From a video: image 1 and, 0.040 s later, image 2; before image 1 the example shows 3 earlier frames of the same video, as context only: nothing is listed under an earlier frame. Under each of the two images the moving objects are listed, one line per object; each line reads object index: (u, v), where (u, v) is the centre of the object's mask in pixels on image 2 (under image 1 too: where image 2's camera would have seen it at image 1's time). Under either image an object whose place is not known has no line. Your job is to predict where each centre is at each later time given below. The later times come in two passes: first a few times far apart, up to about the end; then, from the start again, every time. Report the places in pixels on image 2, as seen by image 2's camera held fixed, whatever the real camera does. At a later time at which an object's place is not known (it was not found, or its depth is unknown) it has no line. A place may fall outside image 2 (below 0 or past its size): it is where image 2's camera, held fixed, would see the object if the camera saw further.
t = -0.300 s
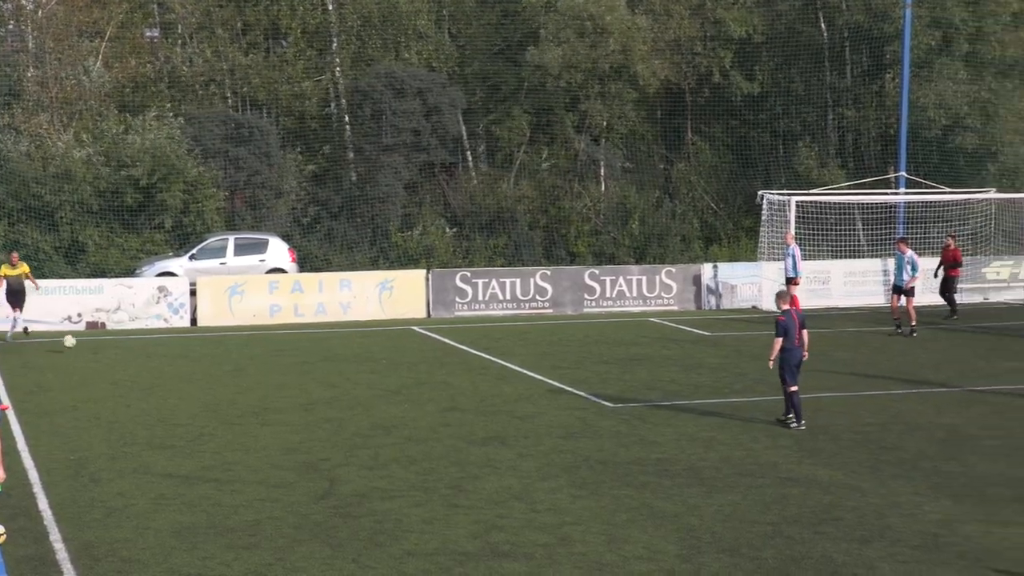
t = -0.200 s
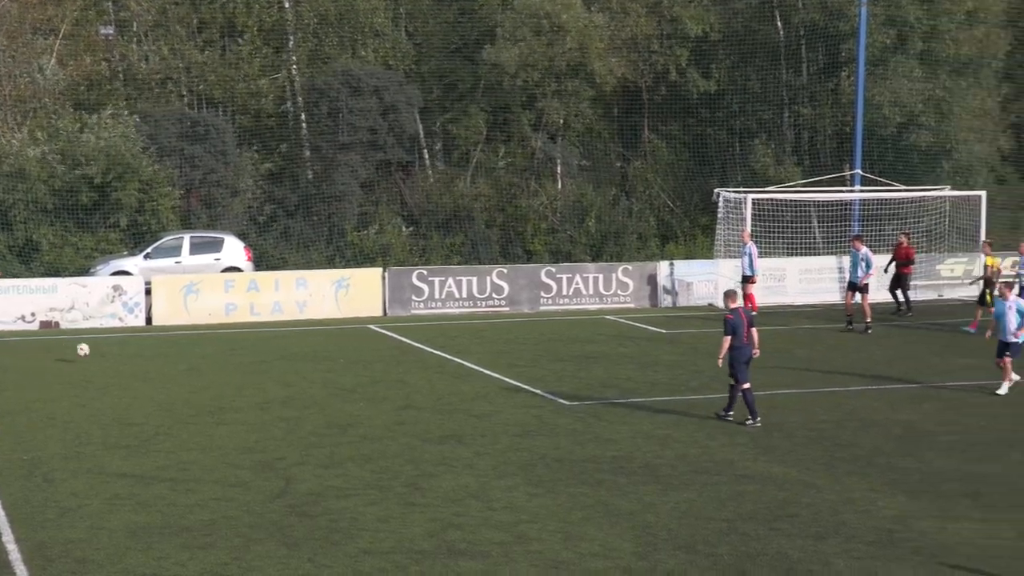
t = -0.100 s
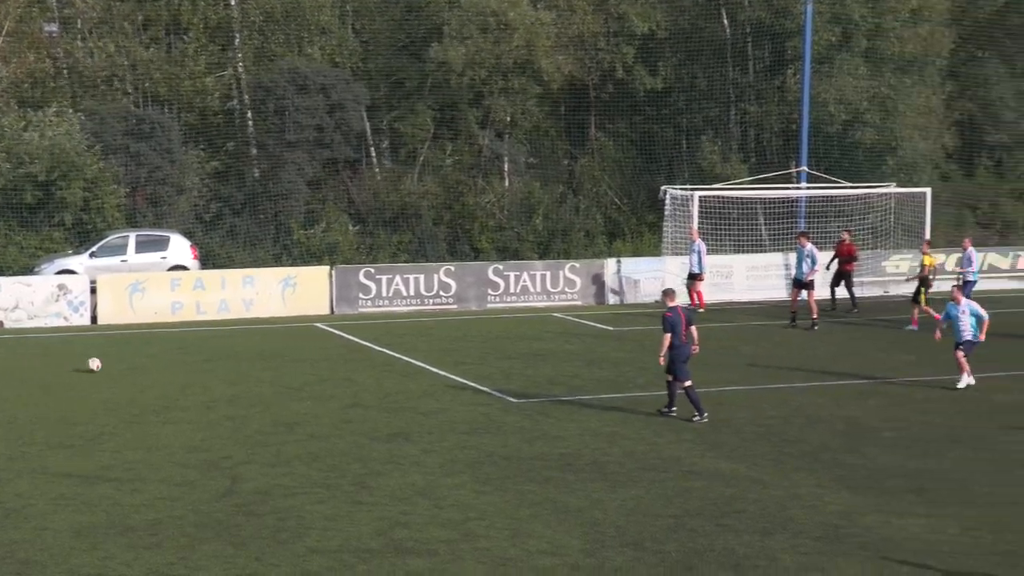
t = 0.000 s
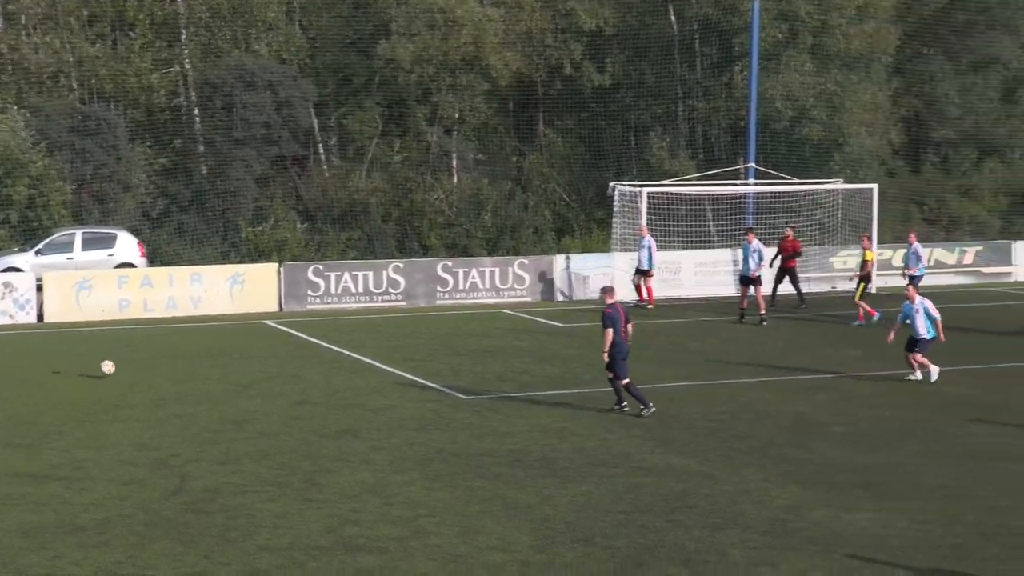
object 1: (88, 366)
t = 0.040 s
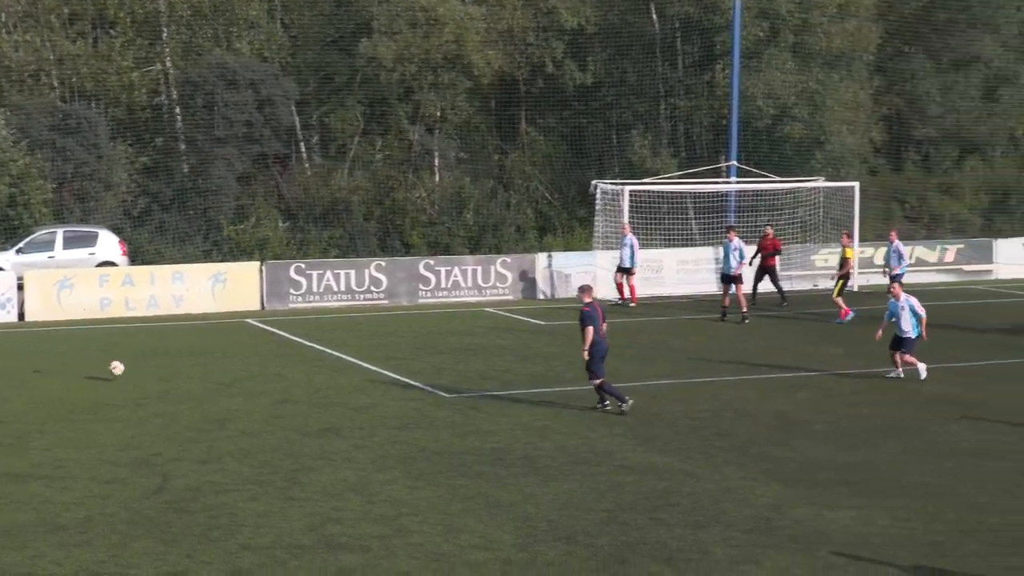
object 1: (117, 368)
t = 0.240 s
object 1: (265, 388)
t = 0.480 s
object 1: (437, 411)
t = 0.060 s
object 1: (131, 368)
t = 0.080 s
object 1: (146, 370)
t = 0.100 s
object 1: (161, 372)
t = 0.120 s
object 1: (176, 374)
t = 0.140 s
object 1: (191, 377)
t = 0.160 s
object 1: (207, 380)
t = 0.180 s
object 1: (222, 383)
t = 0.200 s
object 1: (237, 387)
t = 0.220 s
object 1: (252, 388)
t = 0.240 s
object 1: (265, 388)
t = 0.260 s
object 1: (279, 387)
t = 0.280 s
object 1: (293, 387)
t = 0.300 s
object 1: (307, 388)
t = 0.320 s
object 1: (321, 389)
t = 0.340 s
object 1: (335, 391)
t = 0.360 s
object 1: (349, 392)
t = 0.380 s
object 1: (364, 395)
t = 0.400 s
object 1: (378, 397)
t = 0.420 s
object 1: (392, 400)
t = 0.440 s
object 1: (408, 403)
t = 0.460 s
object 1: (423, 407)
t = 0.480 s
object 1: (437, 411)
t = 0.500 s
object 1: (451, 411)
